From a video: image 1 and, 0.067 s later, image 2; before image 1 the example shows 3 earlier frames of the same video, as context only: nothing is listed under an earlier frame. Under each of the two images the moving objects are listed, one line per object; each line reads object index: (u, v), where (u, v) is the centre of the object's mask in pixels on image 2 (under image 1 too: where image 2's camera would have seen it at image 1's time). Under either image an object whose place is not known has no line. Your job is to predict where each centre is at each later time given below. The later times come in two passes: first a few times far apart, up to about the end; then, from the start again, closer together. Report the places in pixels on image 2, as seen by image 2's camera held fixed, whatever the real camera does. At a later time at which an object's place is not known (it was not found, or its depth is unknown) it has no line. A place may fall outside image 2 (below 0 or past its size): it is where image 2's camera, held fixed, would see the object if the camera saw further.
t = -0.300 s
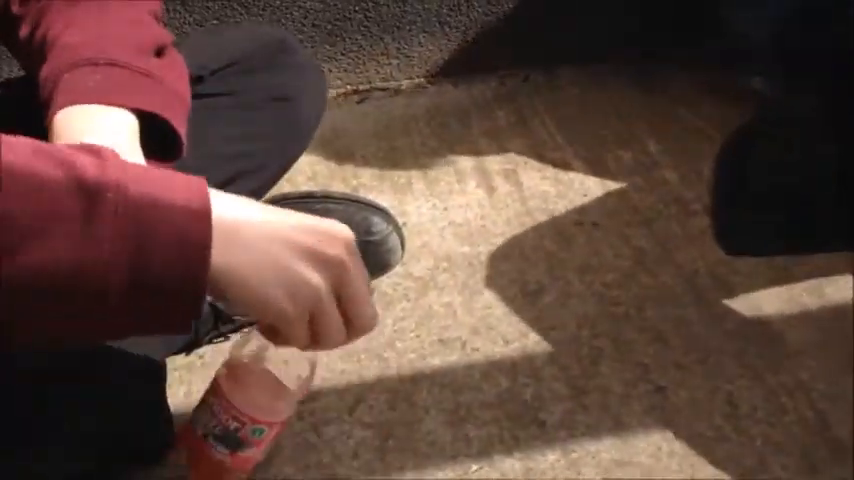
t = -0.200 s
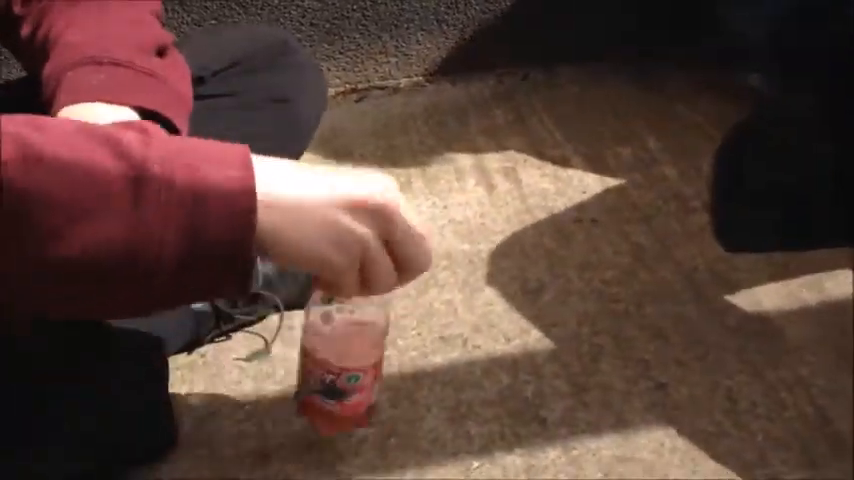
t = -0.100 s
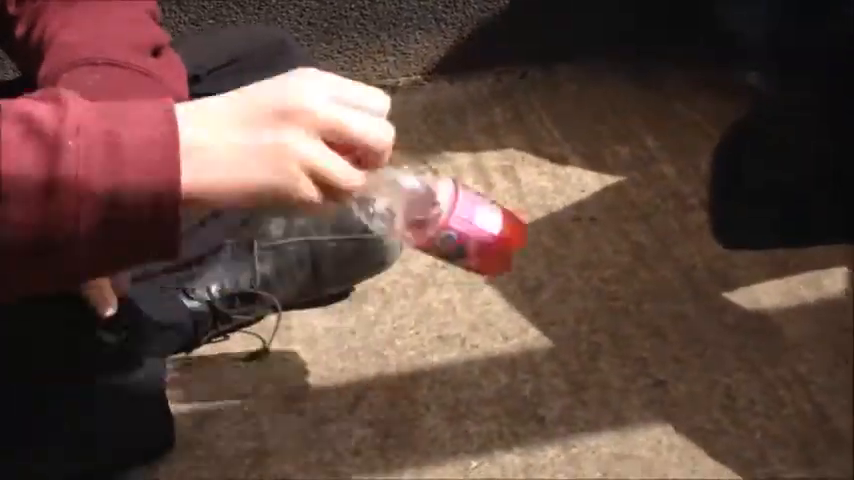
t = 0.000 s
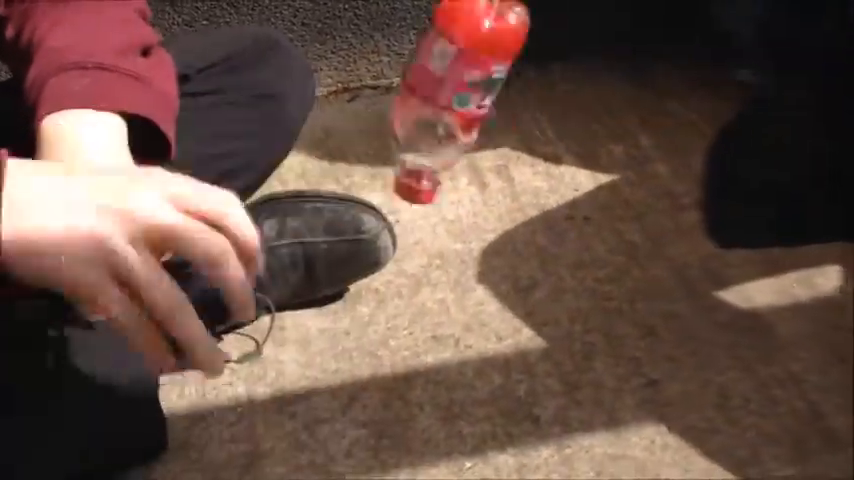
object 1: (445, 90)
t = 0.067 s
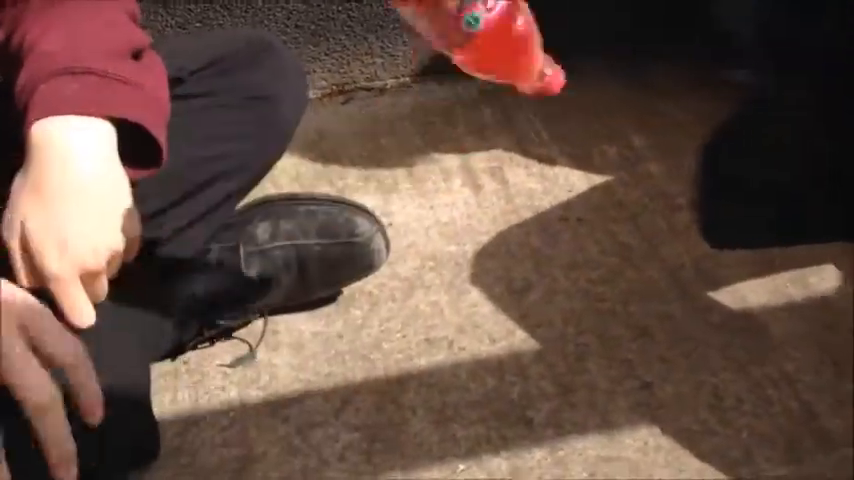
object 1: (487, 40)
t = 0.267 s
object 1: (481, 183)
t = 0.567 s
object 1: (401, 316)
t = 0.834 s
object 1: (361, 357)
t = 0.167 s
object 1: (459, 30)
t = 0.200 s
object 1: (470, 57)
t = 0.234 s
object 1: (479, 112)
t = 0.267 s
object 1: (481, 183)
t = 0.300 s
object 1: (484, 264)
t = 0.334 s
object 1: (481, 317)
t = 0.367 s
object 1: (468, 319)
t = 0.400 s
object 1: (456, 315)
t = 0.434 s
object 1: (445, 317)
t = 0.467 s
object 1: (435, 315)
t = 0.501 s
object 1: (424, 315)
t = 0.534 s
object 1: (413, 317)
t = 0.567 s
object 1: (401, 316)
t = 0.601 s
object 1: (391, 314)
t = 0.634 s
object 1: (382, 317)
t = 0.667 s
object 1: (377, 320)
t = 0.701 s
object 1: (373, 326)
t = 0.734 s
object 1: (370, 332)
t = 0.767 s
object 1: (365, 341)
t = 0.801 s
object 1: (364, 355)
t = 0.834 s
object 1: (361, 357)
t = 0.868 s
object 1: (356, 363)
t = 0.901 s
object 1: (350, 367)
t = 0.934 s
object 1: (346, 370)
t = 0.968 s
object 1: (342, 373)
